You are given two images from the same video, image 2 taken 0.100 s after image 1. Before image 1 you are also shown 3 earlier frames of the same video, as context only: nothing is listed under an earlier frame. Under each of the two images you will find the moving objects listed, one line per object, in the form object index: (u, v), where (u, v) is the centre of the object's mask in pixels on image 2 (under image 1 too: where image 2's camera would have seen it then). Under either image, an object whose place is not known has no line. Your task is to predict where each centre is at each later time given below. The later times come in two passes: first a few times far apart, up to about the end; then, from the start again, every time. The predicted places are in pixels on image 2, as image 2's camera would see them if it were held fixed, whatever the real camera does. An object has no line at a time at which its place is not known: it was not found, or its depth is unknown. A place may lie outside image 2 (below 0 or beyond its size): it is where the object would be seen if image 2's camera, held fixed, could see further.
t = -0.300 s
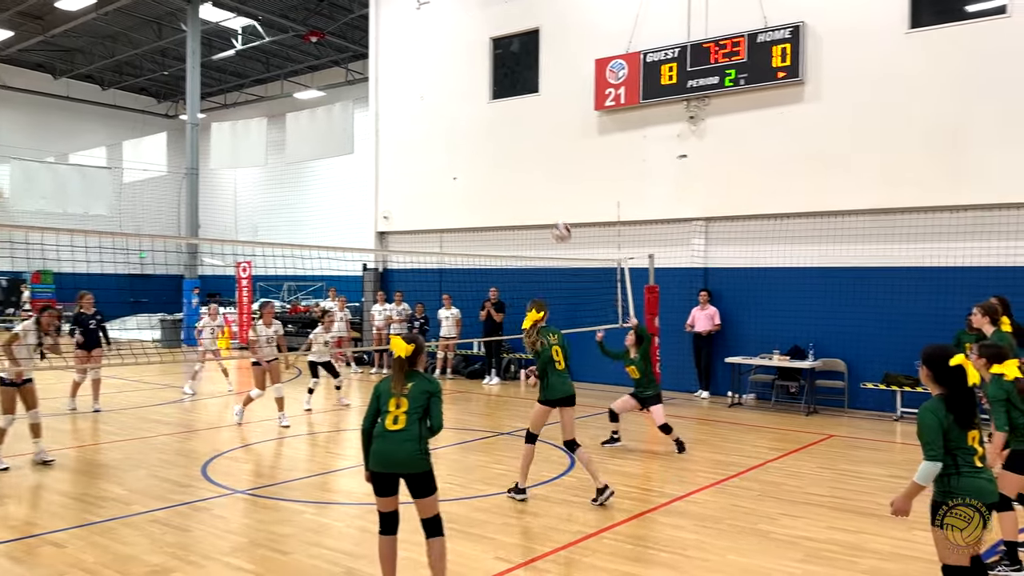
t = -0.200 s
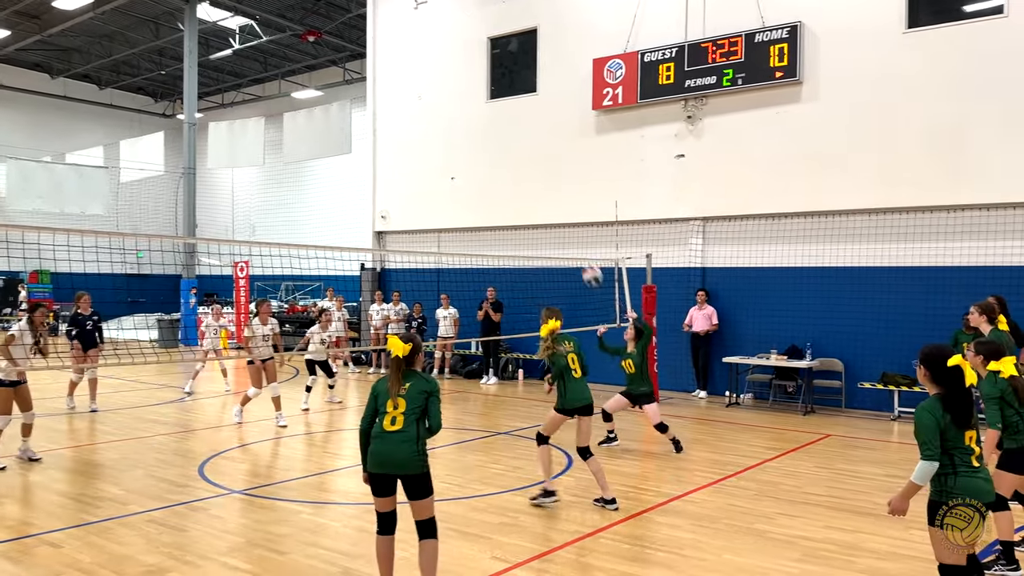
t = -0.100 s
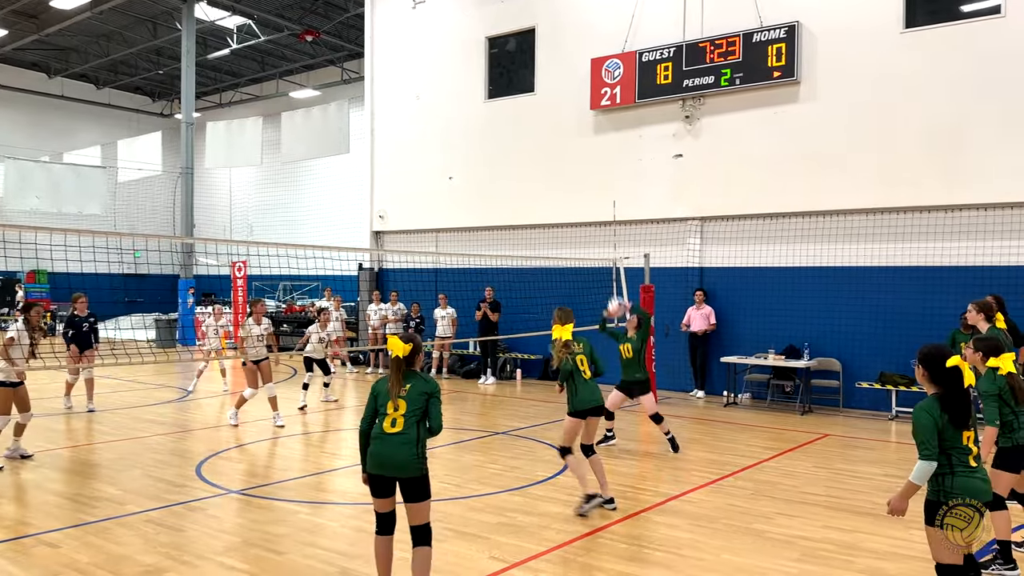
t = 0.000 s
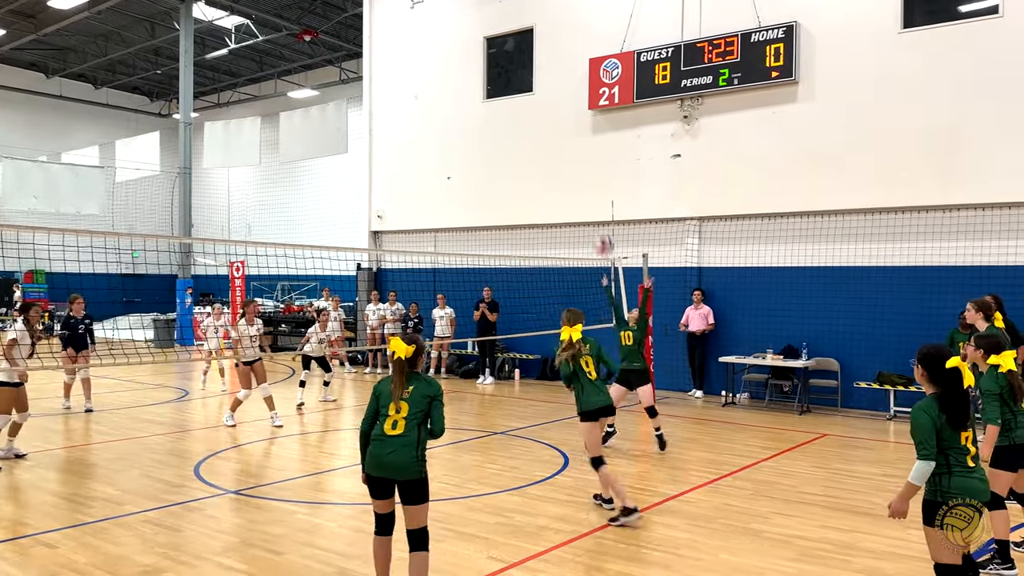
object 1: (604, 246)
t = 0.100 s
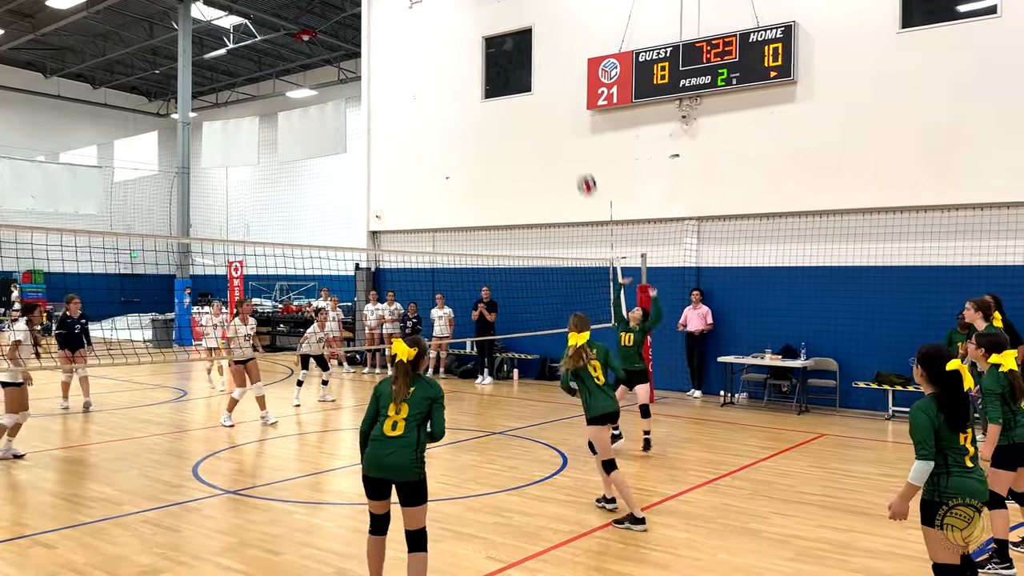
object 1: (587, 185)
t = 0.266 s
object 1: (561, 104)
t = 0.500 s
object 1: (525, 33)
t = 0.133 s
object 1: (582, 166)
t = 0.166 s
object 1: (577, 149)
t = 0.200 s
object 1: (571, 133)
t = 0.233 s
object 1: (566, 118)
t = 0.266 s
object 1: (561, 104)
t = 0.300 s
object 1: (556, 90)
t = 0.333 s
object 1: (551, 78)
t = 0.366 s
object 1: (545, 67)
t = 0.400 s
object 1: (540, 57)
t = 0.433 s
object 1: (535, 48)
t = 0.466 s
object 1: (530, 39)
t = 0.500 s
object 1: (525, 33)
